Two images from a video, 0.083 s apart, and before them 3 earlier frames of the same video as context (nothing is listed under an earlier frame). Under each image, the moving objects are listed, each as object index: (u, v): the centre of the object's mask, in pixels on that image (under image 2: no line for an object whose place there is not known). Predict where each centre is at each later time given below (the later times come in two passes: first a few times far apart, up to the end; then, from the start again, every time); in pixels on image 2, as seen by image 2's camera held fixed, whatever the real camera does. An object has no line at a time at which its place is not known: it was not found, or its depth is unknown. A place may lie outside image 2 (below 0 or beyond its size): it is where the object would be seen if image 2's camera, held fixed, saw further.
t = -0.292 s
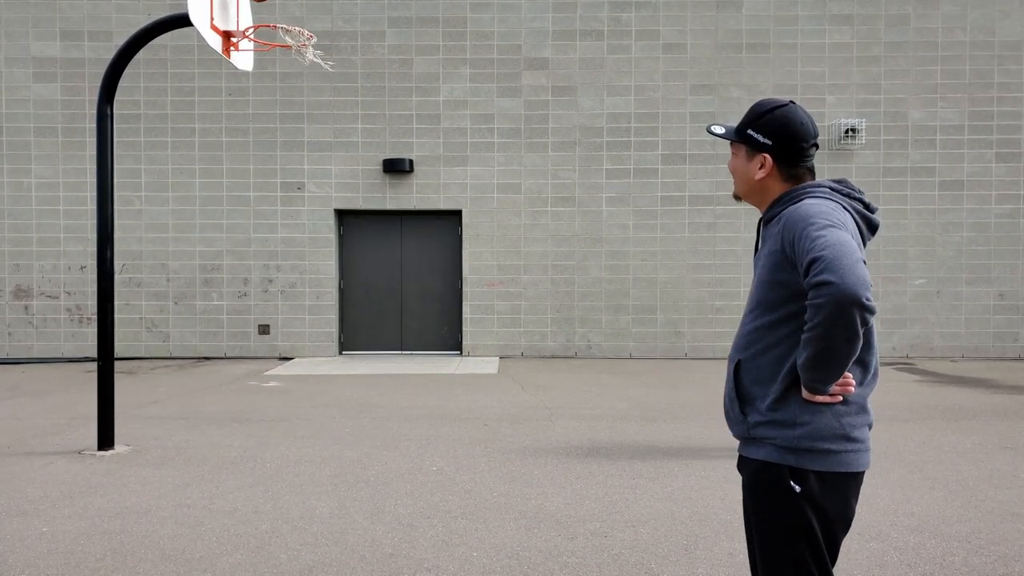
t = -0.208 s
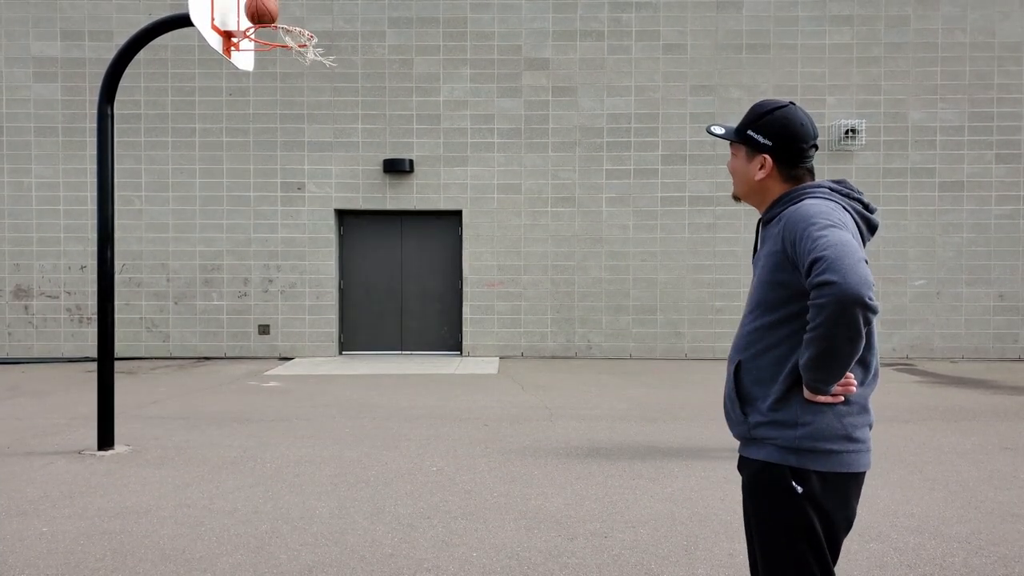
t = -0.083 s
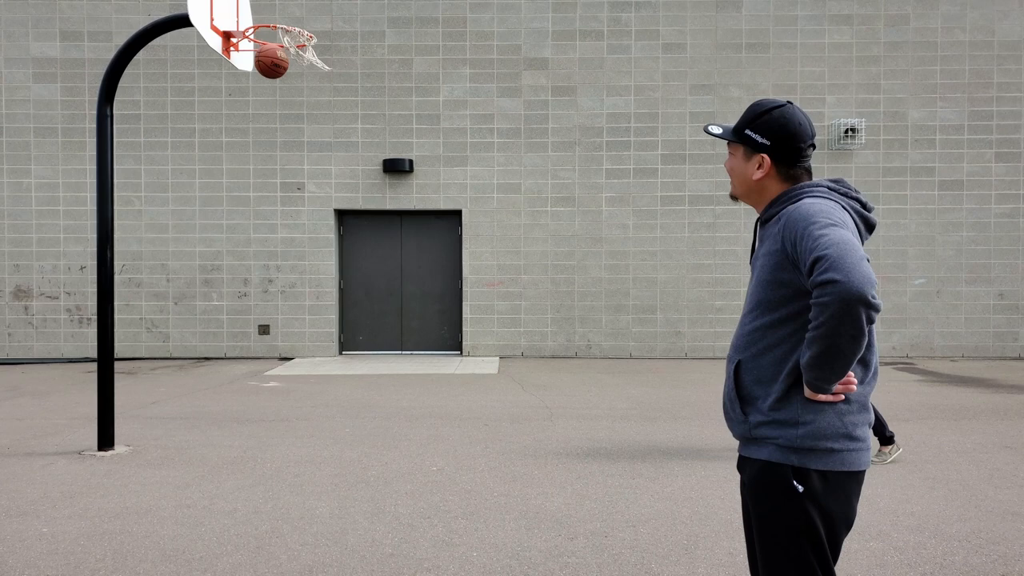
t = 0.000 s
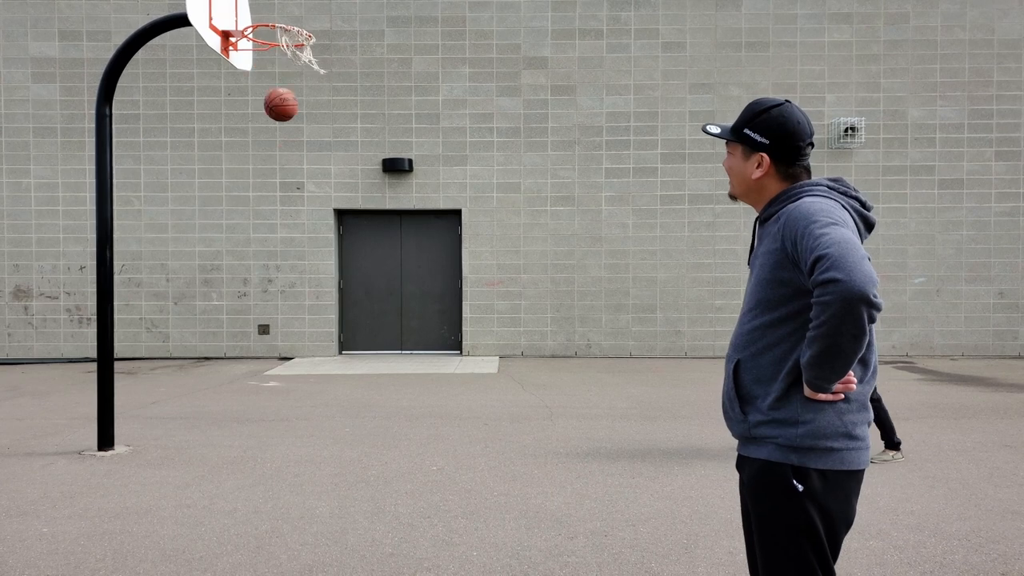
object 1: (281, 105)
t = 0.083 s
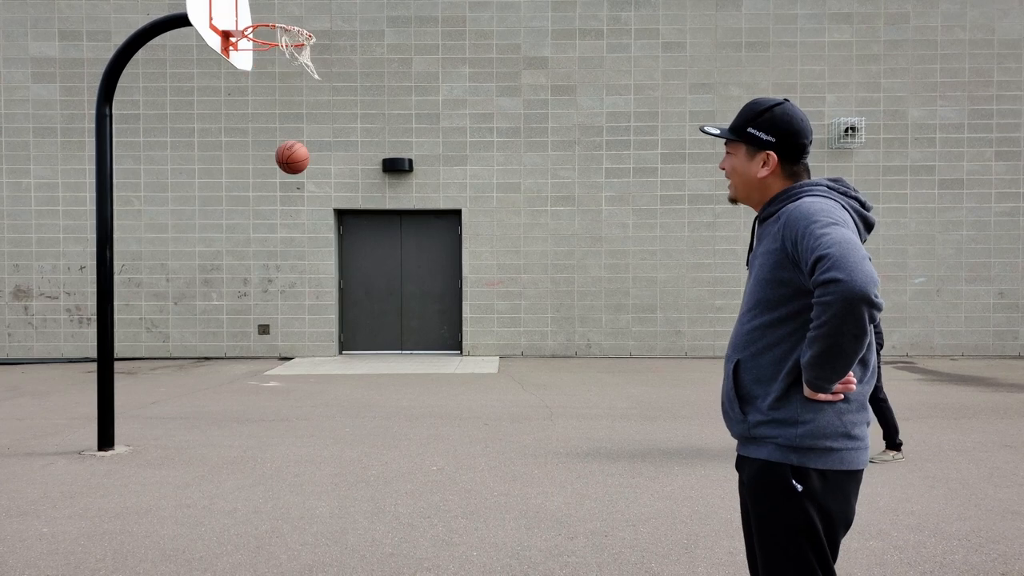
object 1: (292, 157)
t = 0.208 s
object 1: (310, 252)
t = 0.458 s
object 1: (338, 399)
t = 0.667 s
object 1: (346, 272)
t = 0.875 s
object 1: (355, 203)
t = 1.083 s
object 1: (365, 189)
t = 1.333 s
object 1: (379, 247)
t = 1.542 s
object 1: (392, 352)
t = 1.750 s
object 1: (404, 379)
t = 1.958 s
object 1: (419, 305)
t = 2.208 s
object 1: (437, 287)
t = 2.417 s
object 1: (454, 330)
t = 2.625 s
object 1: (470, 427)
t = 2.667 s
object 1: (472, 411)
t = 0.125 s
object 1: (298, 187)
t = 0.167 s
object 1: (304, 218)
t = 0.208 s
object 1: (310, 252)
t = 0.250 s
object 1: (316, 287)
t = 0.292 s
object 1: (321, 325)
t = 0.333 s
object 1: (327, 365)
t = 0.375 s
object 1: (333, 407)
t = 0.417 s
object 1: (337, 430)
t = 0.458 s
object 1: (338, 399)
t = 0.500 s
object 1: (340, 368)
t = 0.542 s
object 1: (341, 341)
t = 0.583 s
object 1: (343, 316)
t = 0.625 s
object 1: (344, 293)
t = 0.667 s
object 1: (346, 272)
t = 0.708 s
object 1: (348, 254)
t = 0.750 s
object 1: (350, 238)
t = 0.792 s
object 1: (351, 224)
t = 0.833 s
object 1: (353, 213)
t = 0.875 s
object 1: (355, 203)
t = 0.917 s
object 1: (357, 196)
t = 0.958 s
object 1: (359, 191)
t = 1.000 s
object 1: (361, 188)
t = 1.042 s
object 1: (363, 188)
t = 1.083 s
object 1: (365, 189)
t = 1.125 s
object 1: (367, 194)
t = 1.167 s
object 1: (369, 200)
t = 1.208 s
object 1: (372, 208)
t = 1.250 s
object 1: (374, 219)
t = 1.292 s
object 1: (376, 231)
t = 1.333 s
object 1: (379, 247)
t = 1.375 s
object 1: (381, 263)
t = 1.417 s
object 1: (384, 282)
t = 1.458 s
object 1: (386, 303)
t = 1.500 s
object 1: (389, 327)
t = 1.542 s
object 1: (392, 352)
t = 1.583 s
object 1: (394, 379)
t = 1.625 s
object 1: (396, 409)
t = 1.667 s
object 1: (399, 424)
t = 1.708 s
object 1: (402, 400)
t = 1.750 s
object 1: (404, 379)
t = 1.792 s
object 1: (407, 360)
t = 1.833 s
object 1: (410, 343)
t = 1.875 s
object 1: (413, 328)
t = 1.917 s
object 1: (416, 316)
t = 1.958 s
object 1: (419, 305)
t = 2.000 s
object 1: (422, 297)
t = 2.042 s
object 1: (425, 290)
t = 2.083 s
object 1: (428, 286)
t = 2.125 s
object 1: (431, 285)
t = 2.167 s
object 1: (434, 284)
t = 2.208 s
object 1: (437, 287)
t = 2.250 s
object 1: (441, 291)
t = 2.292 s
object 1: (444, 297)
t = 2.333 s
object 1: (447, 306)
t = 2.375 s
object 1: (450, 317)
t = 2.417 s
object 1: (454, 330)
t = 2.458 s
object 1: (457, 345)
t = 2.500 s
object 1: (461, 362)
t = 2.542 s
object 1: (464, 382)
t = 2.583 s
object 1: (467, 403)
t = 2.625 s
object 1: (470, 427)
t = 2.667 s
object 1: (472, 411)
